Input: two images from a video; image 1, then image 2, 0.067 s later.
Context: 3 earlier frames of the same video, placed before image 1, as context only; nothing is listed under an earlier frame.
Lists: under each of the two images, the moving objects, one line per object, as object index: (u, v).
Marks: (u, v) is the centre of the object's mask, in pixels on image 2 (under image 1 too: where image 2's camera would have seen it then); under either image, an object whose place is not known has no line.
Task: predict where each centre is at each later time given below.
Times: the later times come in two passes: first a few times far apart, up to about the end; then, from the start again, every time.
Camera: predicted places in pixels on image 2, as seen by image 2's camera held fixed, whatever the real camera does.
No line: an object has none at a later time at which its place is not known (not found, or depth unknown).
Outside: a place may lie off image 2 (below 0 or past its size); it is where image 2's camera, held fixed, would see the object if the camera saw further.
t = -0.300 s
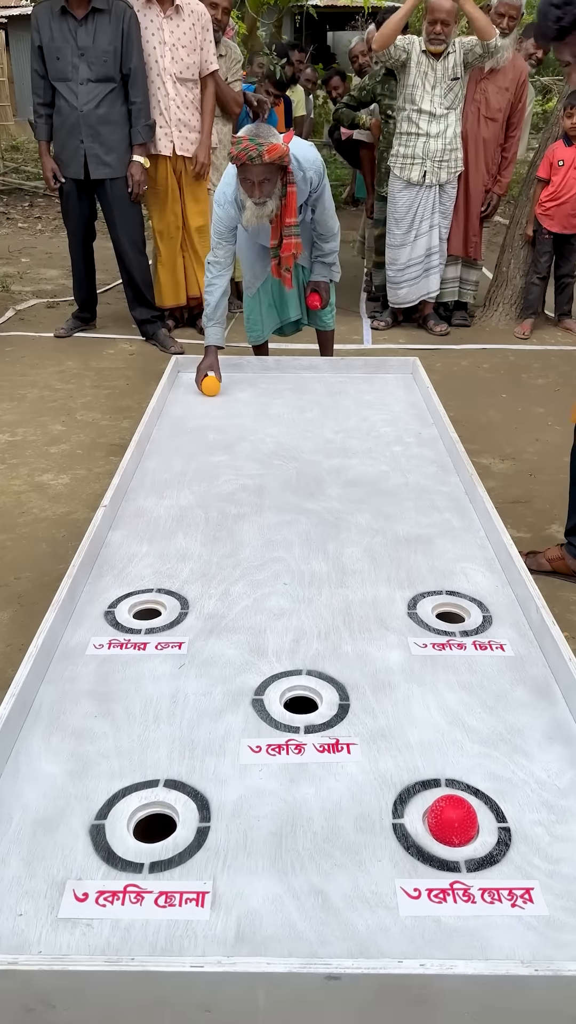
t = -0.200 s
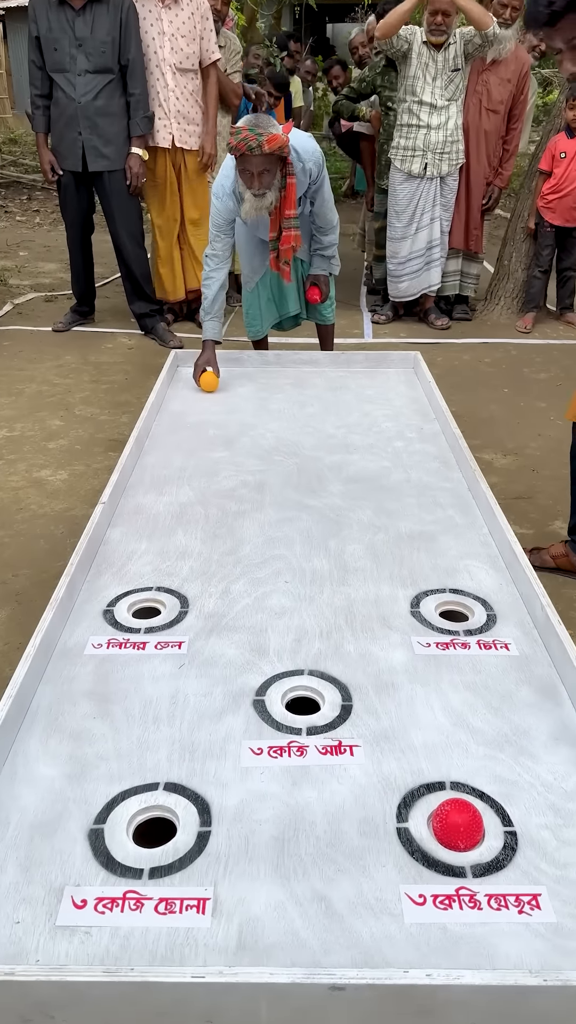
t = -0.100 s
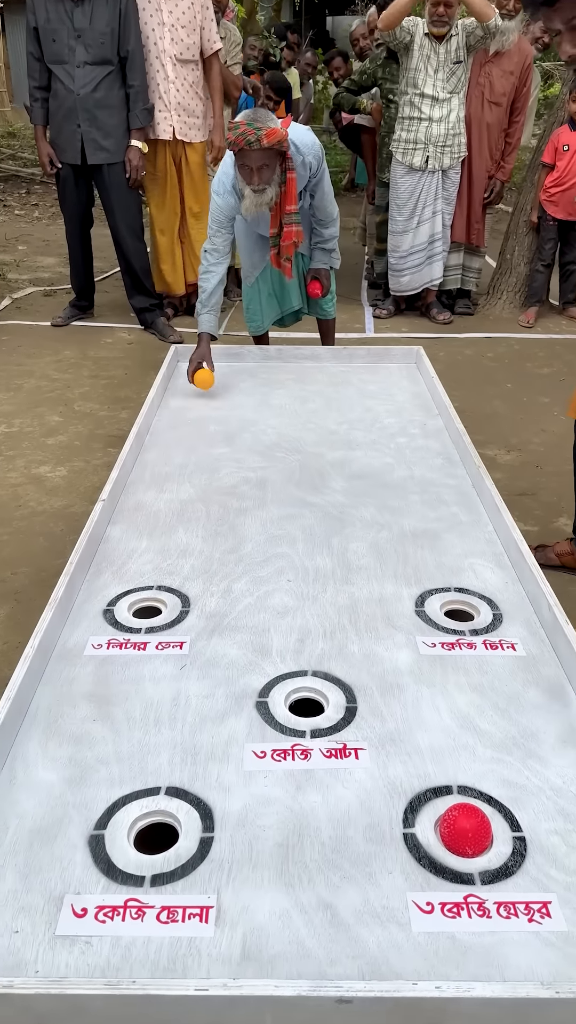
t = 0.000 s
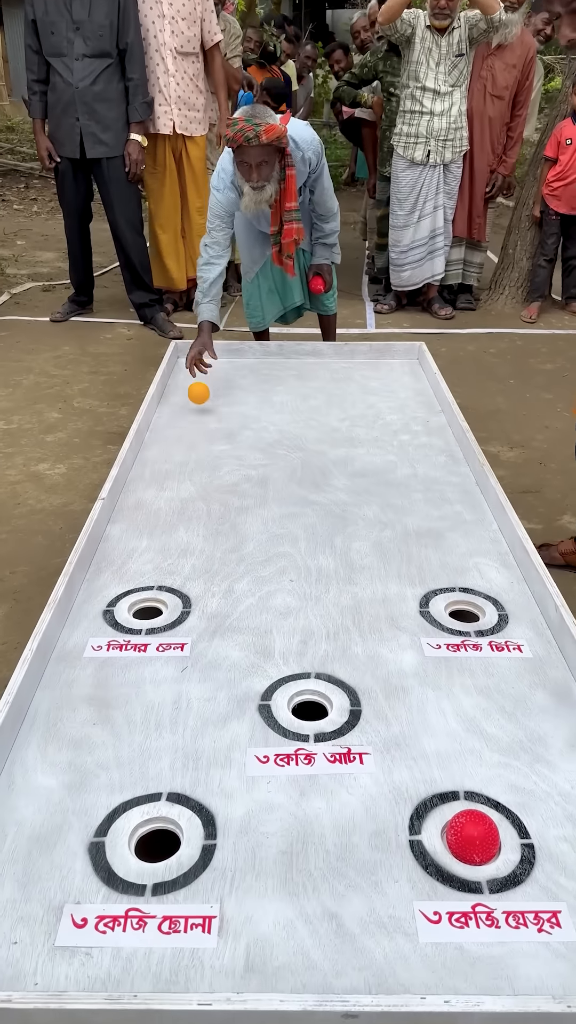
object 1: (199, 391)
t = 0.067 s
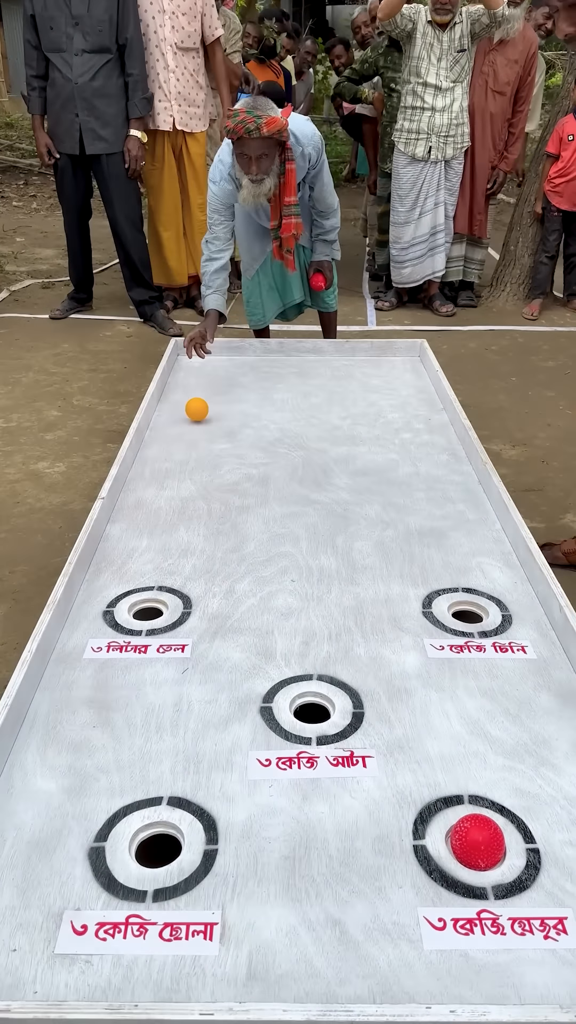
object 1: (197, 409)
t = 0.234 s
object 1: (195, 438)
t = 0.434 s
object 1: (196, 473)
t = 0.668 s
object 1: (201, 522)
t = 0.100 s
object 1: (196, 413)
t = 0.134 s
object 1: (196, 421)
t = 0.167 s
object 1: (195, 426)
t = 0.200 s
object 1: (195, 432)
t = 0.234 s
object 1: (195, 438)
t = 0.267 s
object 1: (195, 443)
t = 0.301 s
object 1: (195, 449)
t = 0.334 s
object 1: (195, 455)
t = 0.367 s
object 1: (196, 461)
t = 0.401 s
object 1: (196, 467)
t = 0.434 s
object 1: (196, 473)
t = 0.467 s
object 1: (196, 480)
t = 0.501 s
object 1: (197, 487)
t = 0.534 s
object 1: (197, 493)
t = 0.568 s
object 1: (198, 500)
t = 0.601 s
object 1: (199, 507)
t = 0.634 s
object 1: (200, 515)
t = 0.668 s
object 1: (201, 522)
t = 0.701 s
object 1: (202, 529)
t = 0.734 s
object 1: (203, 537)
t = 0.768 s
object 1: (205, 545)
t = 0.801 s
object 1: (206, 554)
